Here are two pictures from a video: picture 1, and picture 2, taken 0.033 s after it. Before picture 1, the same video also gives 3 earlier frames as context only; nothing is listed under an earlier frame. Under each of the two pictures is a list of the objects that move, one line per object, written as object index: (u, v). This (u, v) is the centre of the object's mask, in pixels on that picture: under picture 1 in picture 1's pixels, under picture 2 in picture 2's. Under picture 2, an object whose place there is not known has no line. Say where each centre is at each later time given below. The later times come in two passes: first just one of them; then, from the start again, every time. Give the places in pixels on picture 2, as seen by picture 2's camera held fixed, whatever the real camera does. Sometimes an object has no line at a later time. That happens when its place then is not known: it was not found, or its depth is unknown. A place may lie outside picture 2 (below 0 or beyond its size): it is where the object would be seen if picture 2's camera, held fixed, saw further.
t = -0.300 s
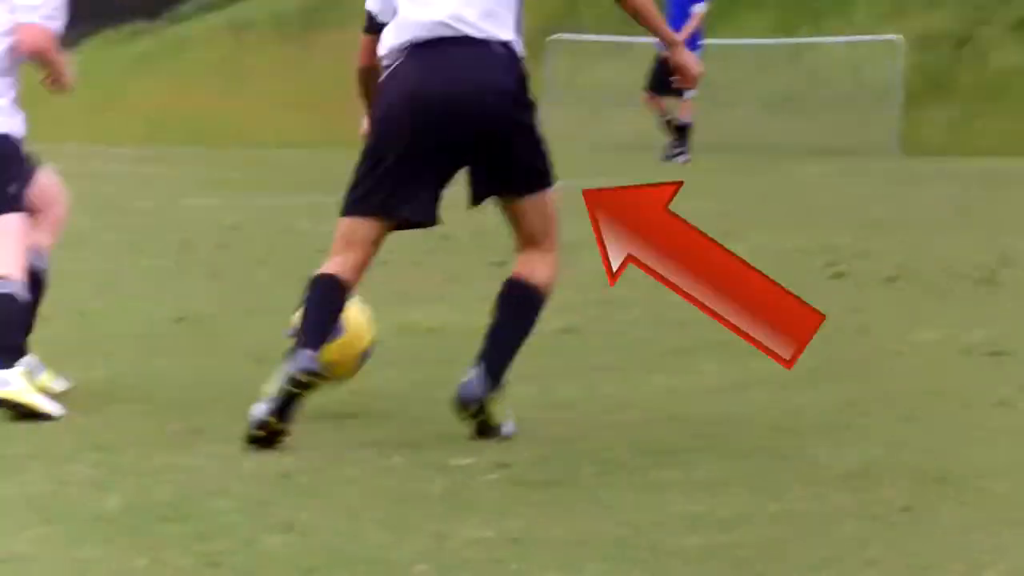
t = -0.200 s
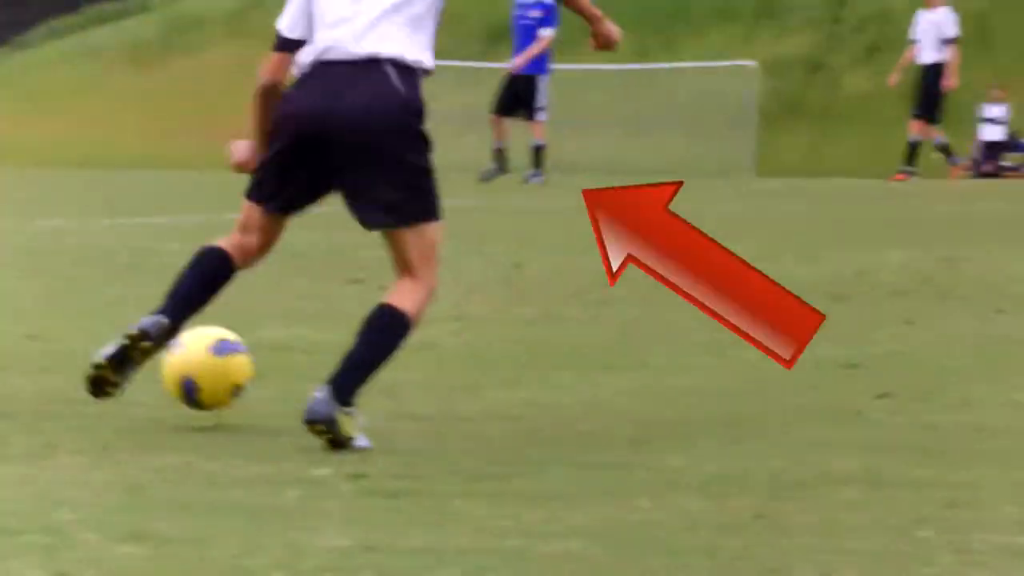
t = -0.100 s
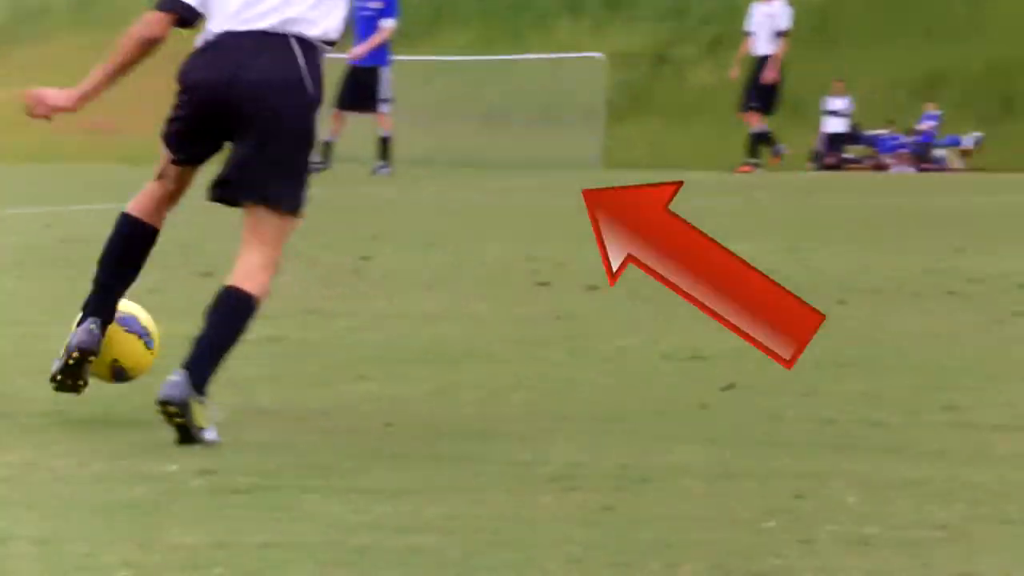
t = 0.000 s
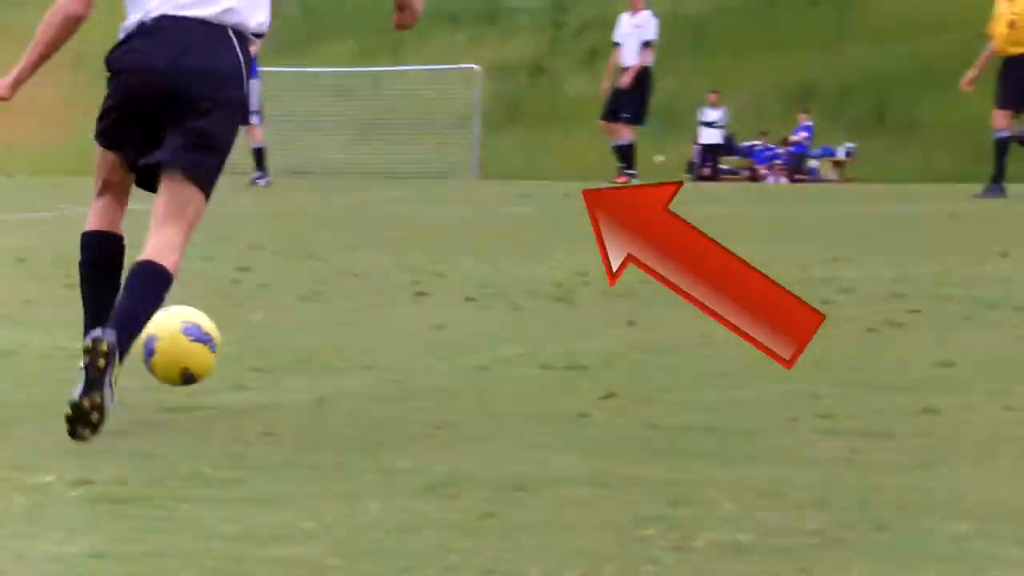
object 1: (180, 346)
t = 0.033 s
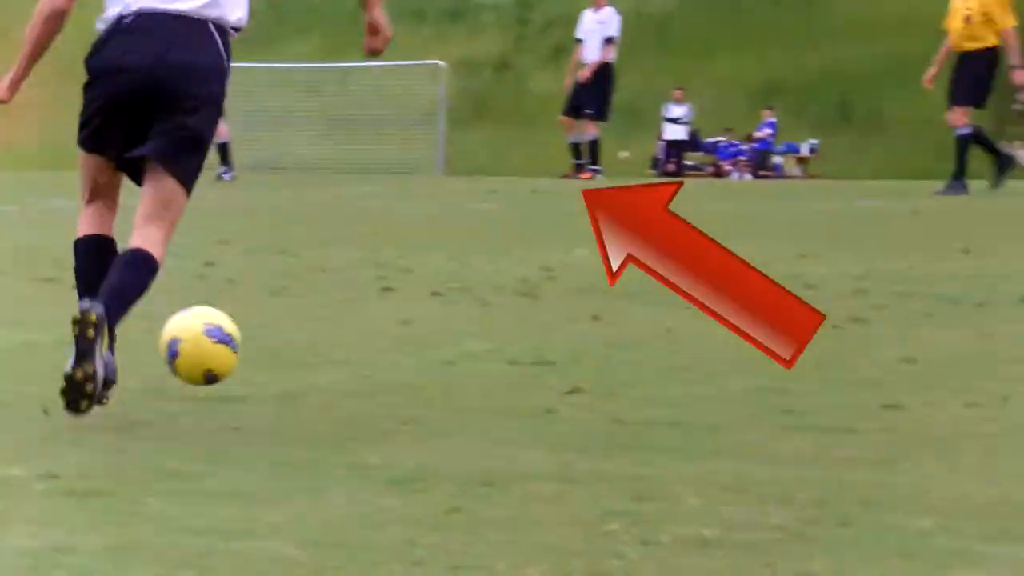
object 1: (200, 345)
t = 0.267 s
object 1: (478, 304)
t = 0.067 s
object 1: (255, 355)
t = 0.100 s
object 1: (298, 343)
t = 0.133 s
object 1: (337, 328)
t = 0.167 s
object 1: (373, 317)
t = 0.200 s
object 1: (409, 310)
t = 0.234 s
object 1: (443, 305)
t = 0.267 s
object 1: (478, 304)
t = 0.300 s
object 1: (510, 308)
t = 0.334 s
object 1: (542, 314)
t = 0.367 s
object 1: (573, 323)
